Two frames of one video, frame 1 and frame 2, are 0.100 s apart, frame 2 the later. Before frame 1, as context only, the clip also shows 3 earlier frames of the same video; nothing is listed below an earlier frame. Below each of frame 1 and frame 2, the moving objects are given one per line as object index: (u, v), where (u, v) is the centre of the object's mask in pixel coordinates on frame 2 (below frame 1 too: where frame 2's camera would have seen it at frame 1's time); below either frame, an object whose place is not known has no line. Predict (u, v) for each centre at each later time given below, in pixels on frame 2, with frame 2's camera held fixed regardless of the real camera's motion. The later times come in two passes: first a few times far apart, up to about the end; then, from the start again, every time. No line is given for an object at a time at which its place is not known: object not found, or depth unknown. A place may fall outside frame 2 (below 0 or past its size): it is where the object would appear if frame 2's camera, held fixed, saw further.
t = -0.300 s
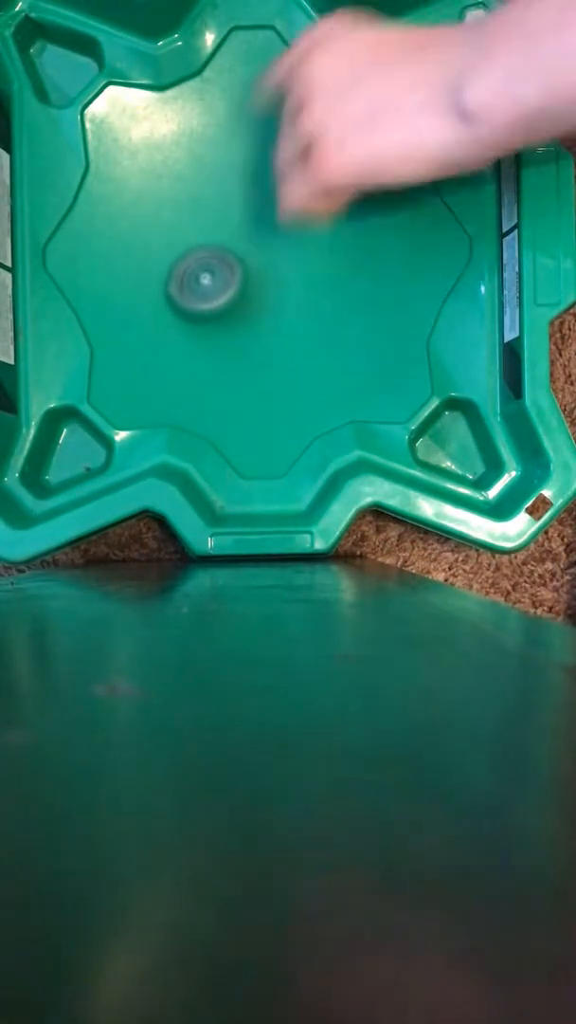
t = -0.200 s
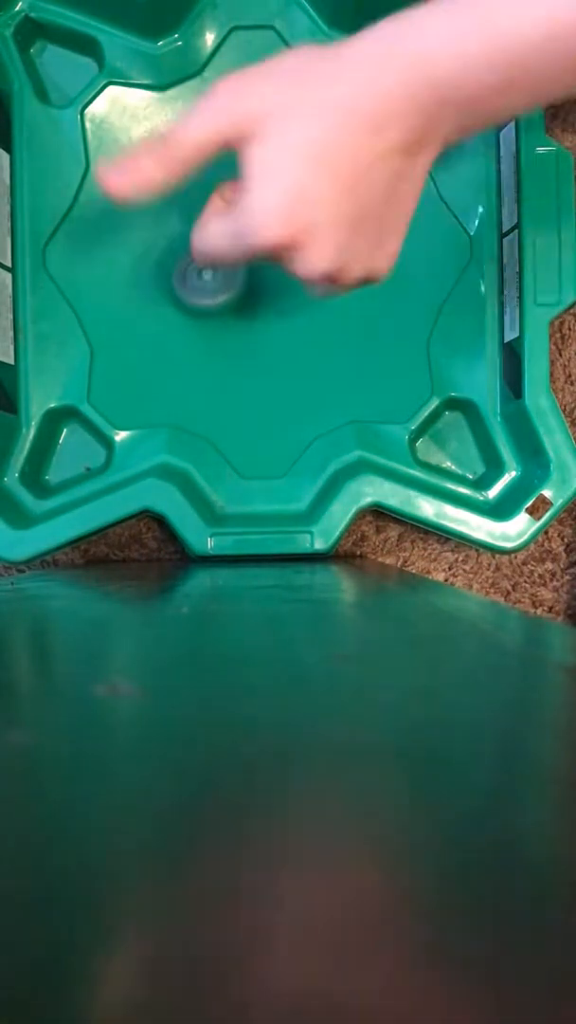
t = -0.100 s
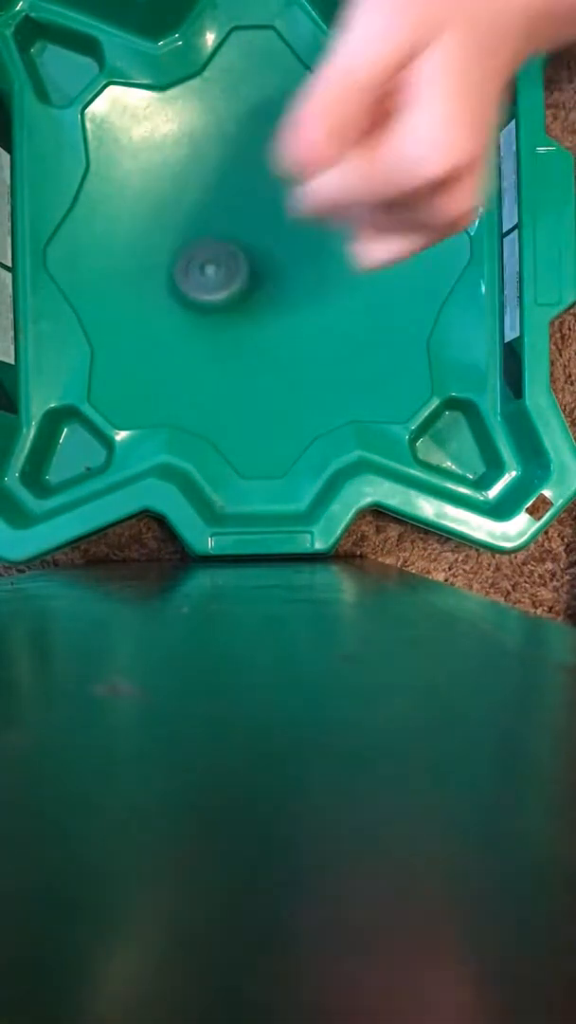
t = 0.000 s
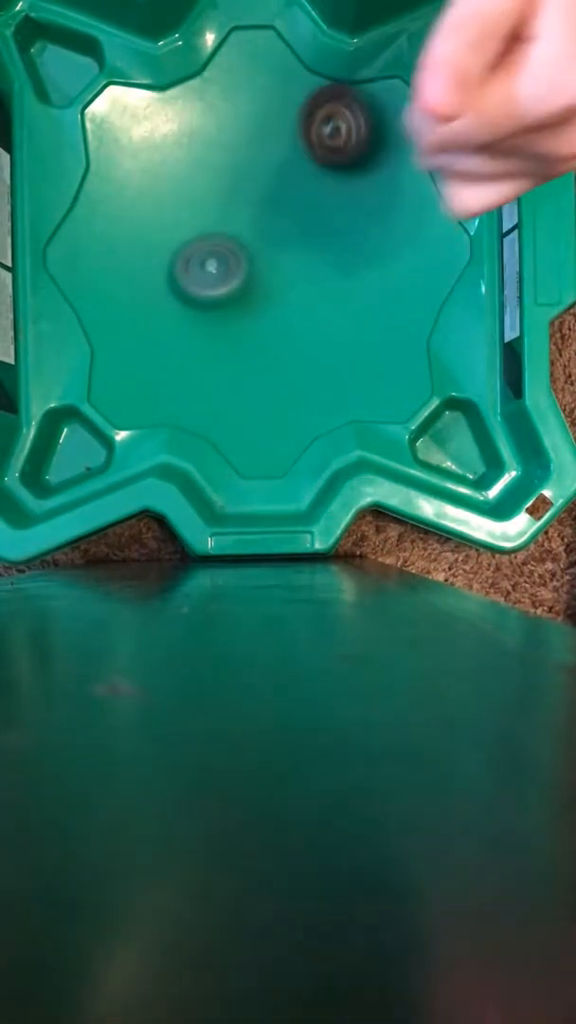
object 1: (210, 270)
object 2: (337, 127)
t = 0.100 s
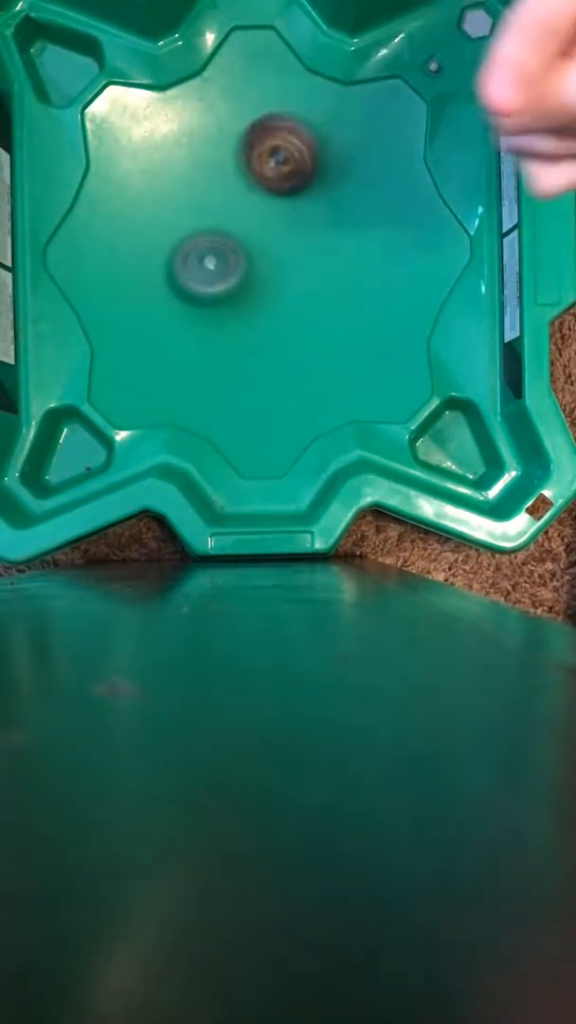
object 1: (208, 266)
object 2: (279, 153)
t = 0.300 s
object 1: (179, 305)
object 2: (190, 177)
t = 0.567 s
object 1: (122, 380)
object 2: (156, 264)
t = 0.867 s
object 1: (143, 344)
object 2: (276, 322)
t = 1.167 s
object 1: (150, 219)
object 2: (370, 198)
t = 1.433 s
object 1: (209, 162)
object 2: (284, 109)
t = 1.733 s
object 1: (137, 233)
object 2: (235, 191)
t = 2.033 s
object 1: (177, 205)
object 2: (300, 336)
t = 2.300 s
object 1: (232, 137)
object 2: (323, 358)
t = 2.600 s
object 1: (230, 114)
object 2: (288, 286)
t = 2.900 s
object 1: (283, 44)
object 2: (170, 345)
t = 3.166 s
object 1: (246, 134)
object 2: (145, 374)
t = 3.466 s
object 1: (344, 254)
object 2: (220, 300)
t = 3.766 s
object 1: (420, 264)
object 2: (263, 157)
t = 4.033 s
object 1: (356, 265)
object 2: (245, 101)
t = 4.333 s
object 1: (240, 340)
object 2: (228, 193)
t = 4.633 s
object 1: (211, 389)
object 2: (283, 317)
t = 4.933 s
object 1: (212, 301)
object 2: (338, 335)
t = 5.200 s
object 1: (161, 213)
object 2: (301, 265)
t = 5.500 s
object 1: (106, 186)
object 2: (207, 207)
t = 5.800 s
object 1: (99, 271)
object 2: (276, 227)
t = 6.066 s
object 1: (212, 295)
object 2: (375, 215)
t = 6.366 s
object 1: (285, 222)
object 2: (372, 199)
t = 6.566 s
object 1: (176, 214)
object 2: (374, 224)
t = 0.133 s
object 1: (206, 266)
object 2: (261, 163)
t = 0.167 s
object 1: (205, 265)
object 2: (244, 172)
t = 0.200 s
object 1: (202, 263)
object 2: (226, 183)
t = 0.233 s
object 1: (198, 269)
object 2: (213, 187)
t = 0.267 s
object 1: (189, 288)
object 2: (202, 181)
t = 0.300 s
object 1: (179, 305)
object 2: (190, 177)
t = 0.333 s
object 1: (169, 320)
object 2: (180, 180)
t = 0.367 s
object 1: (159, 333)
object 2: (172, 185)
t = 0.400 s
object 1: (150, 344)
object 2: (164, 196)
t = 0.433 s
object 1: (141, 354)
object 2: (158, 207)
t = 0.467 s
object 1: (134, 362)
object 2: (154, 222)
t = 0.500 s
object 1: (128, 369)
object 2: (153, 235)
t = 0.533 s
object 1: (124, 375)
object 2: (153, 250)
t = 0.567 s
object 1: (122, 380)
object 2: (156, 264)
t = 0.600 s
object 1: (122, 383)
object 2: (160, 277)
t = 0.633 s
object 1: (125, 385)
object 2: (167, 290)
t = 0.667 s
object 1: (128, 385)
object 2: (175, 302)
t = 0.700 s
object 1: (135, 382)
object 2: (186, 312)
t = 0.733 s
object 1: (142, 377)
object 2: (197, 320)
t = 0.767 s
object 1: (149, 371)
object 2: (211, 327)
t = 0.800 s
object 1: (147, 366)
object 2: (232, 327)
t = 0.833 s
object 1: (145, 357)
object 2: (255, 326)
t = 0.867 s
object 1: (143, 344)
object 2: (276, 322)
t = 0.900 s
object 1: (141, 332)
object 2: (296, 316)
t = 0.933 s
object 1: (140, 318)
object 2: (312, 307)
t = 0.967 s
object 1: (139, 304)
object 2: (328, 296)
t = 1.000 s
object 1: (139, 290)
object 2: (340, 283)
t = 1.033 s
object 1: (139, 275)
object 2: (352, 268)
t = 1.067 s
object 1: (140, 260)
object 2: (361, 252)
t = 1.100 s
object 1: (142, 246)
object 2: (367, 234)
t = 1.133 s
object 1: (145, 232)
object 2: (369, 217)
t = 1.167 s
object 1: (150, 219)
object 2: (370, 198)
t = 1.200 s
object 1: (155, 207)
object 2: (367, 182)
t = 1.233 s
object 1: (161, 196)
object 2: (361, 165)
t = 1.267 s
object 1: (168, 186)
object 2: (353, 151)
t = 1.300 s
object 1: (175, 178)
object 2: (343, 137)
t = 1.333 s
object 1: (183, 172)
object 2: (331, 126)
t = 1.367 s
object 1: (191, 167)
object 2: (316, 118)
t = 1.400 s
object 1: (200, 164)
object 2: (301, 111)
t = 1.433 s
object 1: (209, 162)
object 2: (284, 109)
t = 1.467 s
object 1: (208, 166)
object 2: (276, 107)
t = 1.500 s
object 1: (194, 178)
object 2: (273, 103)
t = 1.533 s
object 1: (182, 190)
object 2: (270, 104)
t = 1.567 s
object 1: (173, 200)
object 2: (262, 112)
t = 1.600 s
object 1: (165, 209)
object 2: (253, 124)
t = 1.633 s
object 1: (160, 217)
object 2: (243, 140)
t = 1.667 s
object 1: (156, 222)
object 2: (232, 157)
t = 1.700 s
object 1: (154, 226)
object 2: (226, 174)
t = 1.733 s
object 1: (137, 233)
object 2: (235, 191)
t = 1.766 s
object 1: (126, 237)
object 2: (245, 208)
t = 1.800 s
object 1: (120, 240)
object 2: (255, 227)
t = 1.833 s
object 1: (119, 240)
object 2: (265, 246)
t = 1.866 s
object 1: (125, 239)
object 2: (272, 265)
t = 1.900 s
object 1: (133, 235)
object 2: (277, 281)
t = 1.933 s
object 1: (143, 230)
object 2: (283, 296)
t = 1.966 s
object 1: (155, 222)
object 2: (289, 311)
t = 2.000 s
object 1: (166, 214)
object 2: (295, 324)
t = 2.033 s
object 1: (177, 205)
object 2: (300, 336)
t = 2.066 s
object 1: (189, 195)
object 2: (305, 344)
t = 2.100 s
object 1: (198, 186)
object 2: (309, 352)
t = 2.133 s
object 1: (207, 177)
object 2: (312, 356)
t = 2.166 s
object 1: (214, 168)
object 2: (316, 359)
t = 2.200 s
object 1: (221, 159)
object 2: (317, 361)
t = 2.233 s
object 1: (226, 151)
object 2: (320, 362)
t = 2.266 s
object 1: (230, 144)
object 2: (322, 361)
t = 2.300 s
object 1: (232, 137)
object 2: (323, 358)
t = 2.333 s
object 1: (235, 131)
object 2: (324, 355)
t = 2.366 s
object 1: (237, 125)
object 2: (324, 349)
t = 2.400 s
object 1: (237, 120)
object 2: (322, 343)
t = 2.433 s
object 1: (237, 117)
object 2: (319, 336)
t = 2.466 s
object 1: (237, 114)
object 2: (316, 330)
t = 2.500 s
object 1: (236, 112)
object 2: (310, 321)
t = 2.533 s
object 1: (234, 112)
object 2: (305, 310)
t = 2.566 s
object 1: (233, 112)
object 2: (296, 300)
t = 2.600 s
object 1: (230, 114)
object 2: (288, 286)
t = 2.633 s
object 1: (229, 121)
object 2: (278, 275)
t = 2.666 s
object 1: (230, 131)
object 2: (268, 262)
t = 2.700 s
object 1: (234, 142)
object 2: (258, 249)
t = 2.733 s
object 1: (243, 151)
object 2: (247, 241)
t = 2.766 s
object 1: (262, 116)
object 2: (233, 265)
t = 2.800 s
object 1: (273, 89)
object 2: (216, 289)
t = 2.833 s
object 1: (283, 66)
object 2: (200, 312)
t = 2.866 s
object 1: (287, 50)
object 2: (184, 332)
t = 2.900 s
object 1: (283, 44)
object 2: (170, 345)
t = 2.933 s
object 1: (271, 46)
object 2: (160, 354)
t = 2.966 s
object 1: (261, 52)
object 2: (153, 361)
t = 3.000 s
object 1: (252, 60)
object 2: (147, 367)
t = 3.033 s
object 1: (247, 70)
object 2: (143, 371)
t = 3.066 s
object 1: (241, 84)
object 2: (142, 373)
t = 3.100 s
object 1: (240, 99)
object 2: (141, 374)
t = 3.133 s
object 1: (242, 115)
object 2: (143, 375)
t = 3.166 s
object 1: (246, 134)
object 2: (145, 374)
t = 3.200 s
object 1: (252, 153)
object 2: (150, 373)
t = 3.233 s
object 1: (259, 170)
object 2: (154, 369)
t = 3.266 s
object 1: (270, 188)
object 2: (161, 364)
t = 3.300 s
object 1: (281, 203)
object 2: (168, 358)
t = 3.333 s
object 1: (294, 218)
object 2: (178, 349)
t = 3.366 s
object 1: (307, 229)
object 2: (188, 338)
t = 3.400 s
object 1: (320, 239)
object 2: (199, 327)
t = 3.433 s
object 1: (331, 247)
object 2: (209, 314)
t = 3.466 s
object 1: (344, 254)
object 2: (220, 300)
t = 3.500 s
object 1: (357, 260)
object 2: (227, 286)
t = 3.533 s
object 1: (369, 264)
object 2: (236, 269)
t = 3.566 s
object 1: (379, 266)
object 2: (244, 254)
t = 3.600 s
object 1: (390, 268)
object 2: (249, 238)
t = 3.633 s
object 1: (399, 268)
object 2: (255, 222)
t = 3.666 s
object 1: (407, 268)
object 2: (258, 205)
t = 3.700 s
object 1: (413, 267)
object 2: (261, 188)
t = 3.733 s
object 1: (419, 265)
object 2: (262, 172)
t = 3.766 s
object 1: (420, 264)
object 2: (263, 157)
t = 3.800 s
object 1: (421, 262)
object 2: (263, 143)
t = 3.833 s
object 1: (422, 259)
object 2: (261, 129)
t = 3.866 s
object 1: (421, 257)
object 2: (259, 117)
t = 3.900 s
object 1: (412, 254)
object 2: (256, 109)
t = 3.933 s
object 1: (402, 254)
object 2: (253, 103)
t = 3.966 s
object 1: (388, 255)
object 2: (251, 101)
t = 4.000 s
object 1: (372, 259)
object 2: (248, 99)
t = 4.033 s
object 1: (356, 265)
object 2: (245, 101)
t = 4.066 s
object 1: (338, 272)
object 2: (241, 103)
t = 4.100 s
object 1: (322, 279)
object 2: (239, 108)
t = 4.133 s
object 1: (307, 287)
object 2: (236, 114)
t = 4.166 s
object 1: (292, 296)
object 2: (234, 122)
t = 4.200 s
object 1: (280, 304)
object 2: (231, 134)
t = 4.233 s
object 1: (267, 313)
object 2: (230, 146)
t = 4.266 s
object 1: (256, 322)
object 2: (228, 162)
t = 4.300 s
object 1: (247, 331)
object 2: (228, 177)
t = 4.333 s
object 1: (240, 340)
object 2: (228, 193)
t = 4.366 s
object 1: (233, 349)
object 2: (231, 209)
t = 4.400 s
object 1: (228, 357)
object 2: (234, 225)
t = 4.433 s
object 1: (223, 365)
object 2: (238, 240)
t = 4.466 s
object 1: (219, 372)
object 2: (244, 255)
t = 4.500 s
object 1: (215, 377)
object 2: (249, 269)
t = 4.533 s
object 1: (213, 382)
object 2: (256, 282)
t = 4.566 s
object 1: (212, 385)
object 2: (265, 295)
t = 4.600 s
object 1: (211, 388)
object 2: (273, 306)
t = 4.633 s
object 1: (211, 389)
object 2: (283, 317)
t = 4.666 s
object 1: (213, 390)
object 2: (292, 325)
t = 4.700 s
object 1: (216, 388)
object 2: (302, 333)
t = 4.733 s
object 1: (221, 382)
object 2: (310, 339)
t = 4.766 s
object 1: (222, 374)
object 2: (318, 342)
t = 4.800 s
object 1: (223, 362)
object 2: (324, 343)
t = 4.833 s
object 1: (223, 347)
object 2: (330, 343)
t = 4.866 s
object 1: (221, 332)
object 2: (333, 342)
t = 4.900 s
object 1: (217, 316)
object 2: (336, 339)
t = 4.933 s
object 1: (212, 301)
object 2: (338, 335)
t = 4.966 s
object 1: (207, 285)
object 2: (339, 330)
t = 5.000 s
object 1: (202, 272)
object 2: (337, 325)
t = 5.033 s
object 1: (196, 260)
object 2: (336, 317)
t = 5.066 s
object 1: (188, 248)
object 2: (332, 309)
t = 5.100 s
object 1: (182, 238)
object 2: (327, 298)
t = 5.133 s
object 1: (175, 228)
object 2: (319, 287)
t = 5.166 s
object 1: (167, 220)
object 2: (311, 276)
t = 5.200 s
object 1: (161, 213)
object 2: (301, 265)
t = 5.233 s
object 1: (155, 206)
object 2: (291, 254)
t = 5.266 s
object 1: (149, 200)
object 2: (280, 244)
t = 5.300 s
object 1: (143, 194)
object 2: (268, 235)
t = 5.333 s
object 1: (138, 190)
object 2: (255, 227)
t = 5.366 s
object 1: (134, 187)
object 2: (243, 220)
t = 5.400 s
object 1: (130, 185)
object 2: (229, 215)
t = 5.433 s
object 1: (128, 184)
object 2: (216, 209)
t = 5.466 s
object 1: (121, 185)
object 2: (208, 207)
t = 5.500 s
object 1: (106, 186)
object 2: (207, 207)
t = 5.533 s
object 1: (98, 191)
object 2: (206, 208)
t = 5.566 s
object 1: (94, 199)
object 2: (203, 209)
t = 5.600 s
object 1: (94, 210)
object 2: (201, 211)
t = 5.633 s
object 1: (102, 222)
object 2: (199, 215)
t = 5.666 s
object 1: (112, 232)
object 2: (200, 219)
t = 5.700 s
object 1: (118, 242)
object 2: (207, 221)
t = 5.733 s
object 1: (107, 251)
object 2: (231, 221)
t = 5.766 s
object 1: (100, 261)
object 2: (256, 224)
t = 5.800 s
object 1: (99, 271)
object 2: (276, 227)
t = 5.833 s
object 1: (105, 280)
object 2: (292, 230)
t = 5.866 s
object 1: (114, 289)
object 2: (307, 230)
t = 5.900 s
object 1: (129, 298)
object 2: (321, 230)
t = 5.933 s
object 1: (144, 302)
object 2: (334, 229)
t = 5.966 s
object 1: (160, 304)
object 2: (345, 227)
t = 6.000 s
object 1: (180, 304)
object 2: (357, 223)
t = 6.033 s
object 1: (196, 301)
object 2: (367, 219)
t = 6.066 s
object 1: (212, 295)
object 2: (375, 215)
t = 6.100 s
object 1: (228, 289)
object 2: (379, 211)
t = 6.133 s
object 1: (243, 281)
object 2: (382, 208)
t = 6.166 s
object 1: (257, 273)
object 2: (383, 205)
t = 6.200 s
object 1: (270, 263)
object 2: (382, 203)
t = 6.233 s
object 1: (281, 253)
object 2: (380, 202)
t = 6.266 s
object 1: (291, 242)
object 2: (376, 201)
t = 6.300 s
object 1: (295, 234)
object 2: (373, 201)
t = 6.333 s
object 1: (292, 228)
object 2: (373, 199)
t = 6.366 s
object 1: (285, 222)
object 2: (372, 199)
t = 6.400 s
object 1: (257, 215)
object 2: (383, 199)
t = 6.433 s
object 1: (233, 210)
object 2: (388, 202)
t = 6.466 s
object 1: (212, 207)
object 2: (386, 205)
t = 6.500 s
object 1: (197, 207)
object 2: (382, 211)
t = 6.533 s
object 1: (185, 209)
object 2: (378, 217)
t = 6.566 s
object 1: (176, 214)
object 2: (374, 224)
